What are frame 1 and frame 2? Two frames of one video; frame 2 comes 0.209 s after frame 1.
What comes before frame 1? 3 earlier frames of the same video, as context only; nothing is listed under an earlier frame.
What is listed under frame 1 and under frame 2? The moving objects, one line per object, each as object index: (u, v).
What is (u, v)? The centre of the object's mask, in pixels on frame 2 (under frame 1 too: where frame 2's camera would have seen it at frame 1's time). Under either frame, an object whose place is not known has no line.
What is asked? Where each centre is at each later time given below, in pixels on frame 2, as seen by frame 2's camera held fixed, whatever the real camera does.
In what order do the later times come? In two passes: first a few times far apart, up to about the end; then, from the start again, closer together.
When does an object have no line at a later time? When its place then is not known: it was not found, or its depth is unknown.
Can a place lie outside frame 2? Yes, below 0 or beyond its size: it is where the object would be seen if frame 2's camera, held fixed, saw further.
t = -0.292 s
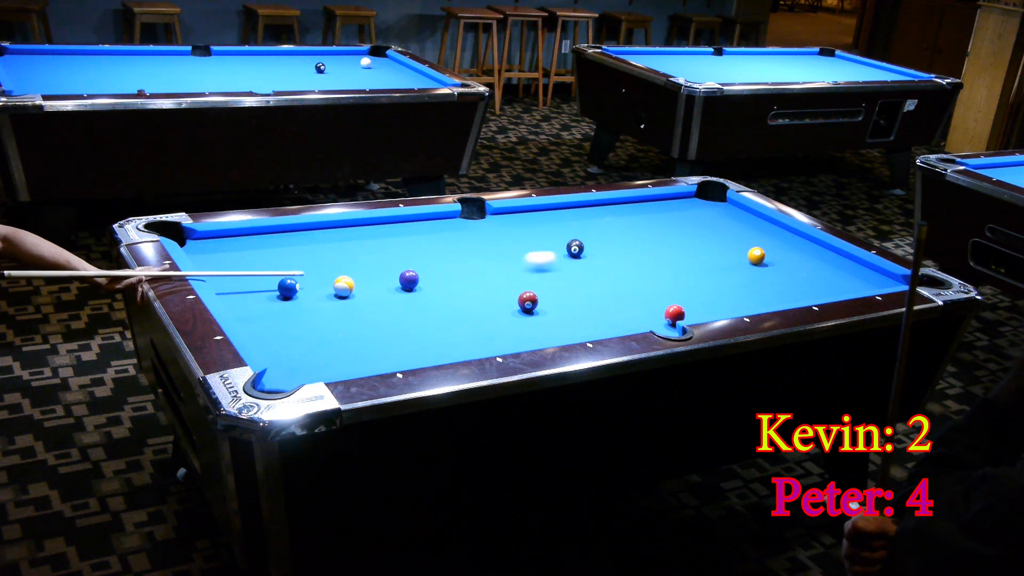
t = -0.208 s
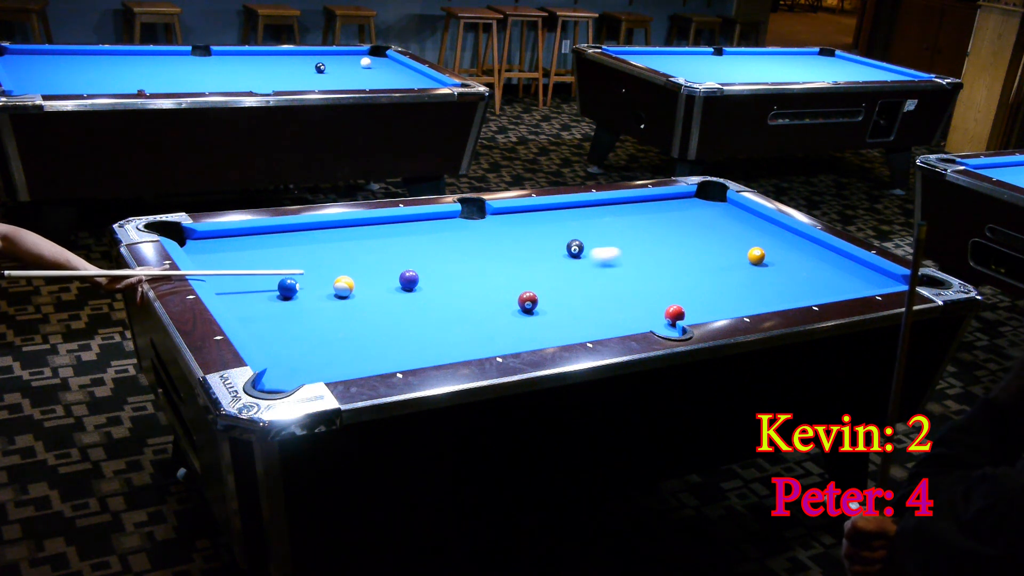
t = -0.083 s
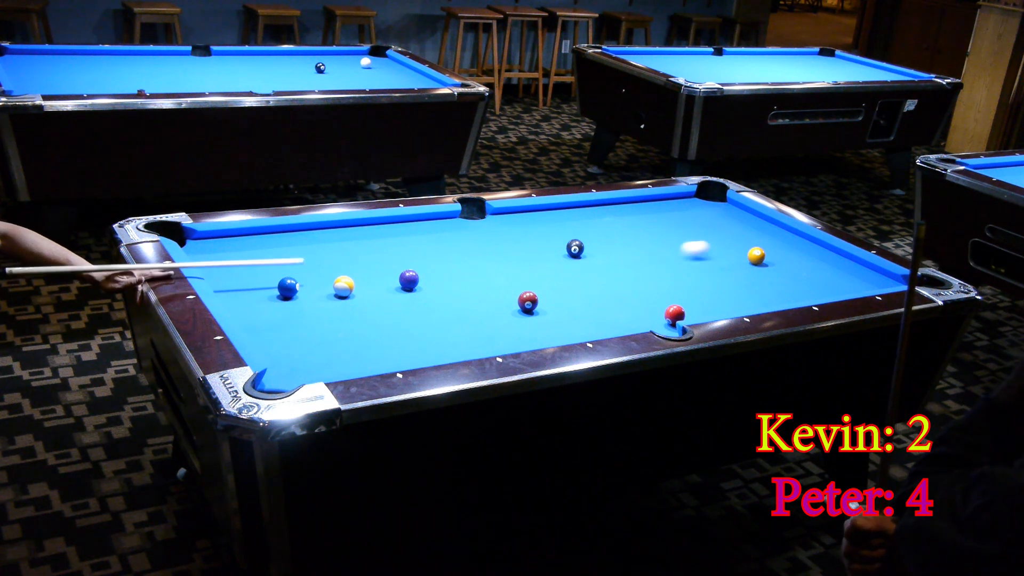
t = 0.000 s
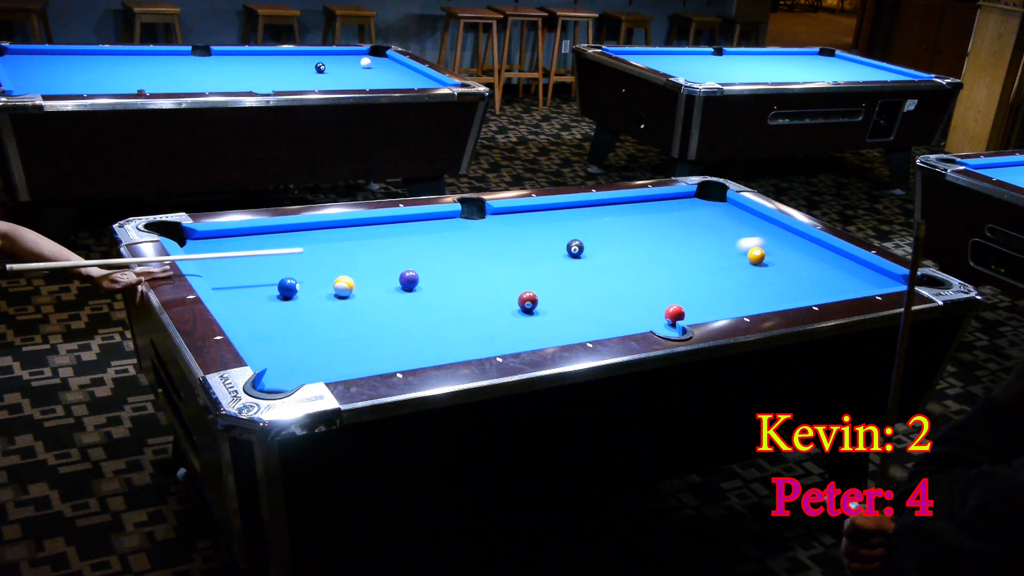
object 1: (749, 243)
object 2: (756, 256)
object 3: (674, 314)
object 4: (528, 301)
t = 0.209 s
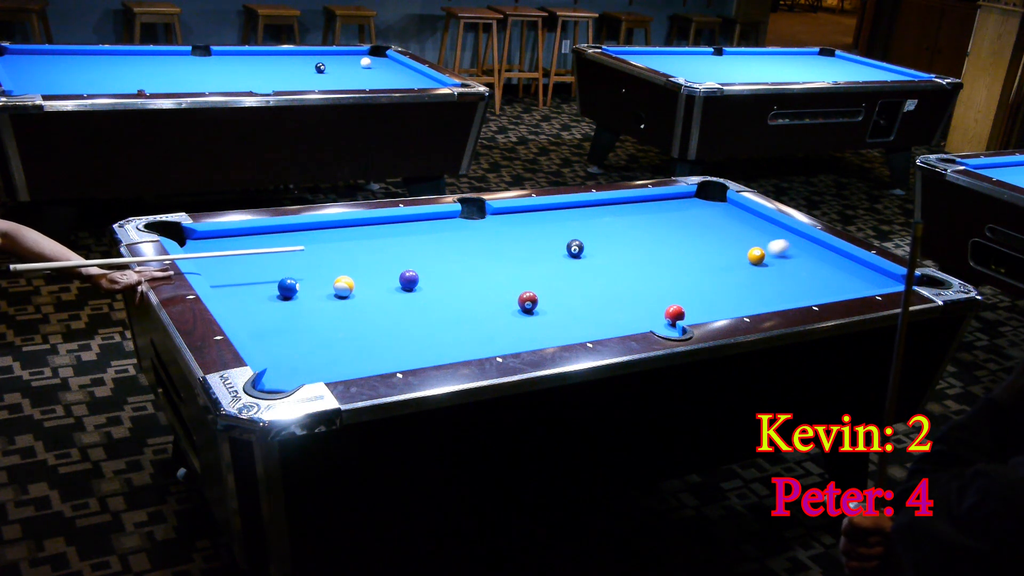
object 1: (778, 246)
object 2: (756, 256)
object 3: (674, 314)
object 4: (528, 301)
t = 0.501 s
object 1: (732, 245)
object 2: (720, 278)
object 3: (674, 314)
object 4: (528, 301)
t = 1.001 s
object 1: (681, 235)
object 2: (646, 306)
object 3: (659, 317)
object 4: (528, 301)
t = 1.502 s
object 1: (637, 227)
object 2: (563, 304)
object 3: (619, 311)
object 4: (528, 301)
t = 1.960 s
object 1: (603, 221)
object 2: (536, 307)
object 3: (590, 308)
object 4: (491, 297)
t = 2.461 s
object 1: (570, 216)
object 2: (523, 309)
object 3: (567, 306)
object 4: (453, 292)
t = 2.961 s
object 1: (543, 211)
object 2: (519, 310)
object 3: (553, 304)
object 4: (423, 289)
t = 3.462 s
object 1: (526, 210)
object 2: (519, 310)
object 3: (549, 303)
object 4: (403, 287)
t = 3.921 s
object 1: (522, 212)
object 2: (519, 310)
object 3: (549, 303)
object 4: (393, 287)
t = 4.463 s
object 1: (519, 212)
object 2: (519, 310)
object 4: (392, 287)
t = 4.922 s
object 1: (519, 212)
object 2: (519, 310)
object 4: (393, 287)
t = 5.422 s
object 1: (519, 212)
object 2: (519, 309)
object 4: (393, 287)
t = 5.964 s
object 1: (519, 212)
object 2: (519, 310)
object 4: (393, 287)
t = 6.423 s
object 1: (519, 212)
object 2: (519, 310)
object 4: (393, 287)
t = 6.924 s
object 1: (519, 212)
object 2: (519, 310)
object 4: (393, 287)
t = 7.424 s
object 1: (519, 212)
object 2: (519, 310)
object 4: (393, 287)
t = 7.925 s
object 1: (519, 212)
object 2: (519, 309)
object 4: (393, 287)
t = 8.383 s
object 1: (519, 212)
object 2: (519, 310)
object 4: (393, 287)
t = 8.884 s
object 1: (519, 212)
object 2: (519, 310)
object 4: (393, 287)
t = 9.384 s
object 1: (519, 212)
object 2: (519, 310)
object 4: (393, 287)
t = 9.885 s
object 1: (519, 212)
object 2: (519, 309)
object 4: (393, 287)
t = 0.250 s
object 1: (766, 247)
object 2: (756, 256)
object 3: (674, 314)
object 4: (528, 301)
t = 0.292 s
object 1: (757, 247)
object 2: (750, 260)
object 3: (674, 314)
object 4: (528, 301)
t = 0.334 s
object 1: (751, 247)
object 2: (744, 263)
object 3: (674, 314)
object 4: (528, 301)
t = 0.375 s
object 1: (746, 247)
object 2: (737, 267)
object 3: (674, 314)
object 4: (528, 301)
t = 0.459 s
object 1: (737, 246)
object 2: (726, 275)
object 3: (674, 314)
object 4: (528, 301)
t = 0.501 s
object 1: (732, 245)
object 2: (720, 278)
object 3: (674, 314)
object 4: (528, 301)
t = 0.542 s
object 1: (728, 244)
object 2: (715, 281)
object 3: (674, 314)
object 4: (528, 301)
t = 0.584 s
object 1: (723, 243)
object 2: (709, 285)
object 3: (674, 314)
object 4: (528, 301)
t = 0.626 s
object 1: (719, 242)
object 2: (703, 288)
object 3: (674, 314)
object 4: (528, 301)
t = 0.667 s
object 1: (714, 241)
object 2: (698, 292)
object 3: (674, 314)
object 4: (528, 301)
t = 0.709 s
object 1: (710, 240)
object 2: (691, 296)
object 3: (674, 314)
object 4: (528, 301)
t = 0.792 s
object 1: (702, 239)
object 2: (680, 301)
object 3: (674, 315)
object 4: (528, 301)
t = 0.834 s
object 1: (698, 238)
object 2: (672, 302)
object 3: (674, 315)
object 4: (528, 301)
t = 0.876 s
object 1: (693, 238)
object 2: (666, 305)
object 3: (673, 318)
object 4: (528, 301)
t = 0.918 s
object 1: (689, 237)
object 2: (659, 305)
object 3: (669, 319)
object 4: (528, 301)
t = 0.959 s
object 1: (685, 236)
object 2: (653, 305)
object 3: (664, 318)
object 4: (528, 301)
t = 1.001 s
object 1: (681, 235)
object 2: (646, 306)
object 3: (659, 317)
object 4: (528, 301)
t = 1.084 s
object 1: (673, 234)
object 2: (633, 307)
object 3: (651, 315)
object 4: (528, 301)
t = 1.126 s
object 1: (670, 233)
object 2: (626, 307)
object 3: (647, 315)
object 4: (528, 301)
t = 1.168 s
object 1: (666, 232)
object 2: (619, 307)
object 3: (644, 315)
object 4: (528, 301)
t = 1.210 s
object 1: (662, 231)
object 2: (612, 306)
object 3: (641, 314)
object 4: (528, 301)
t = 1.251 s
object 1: (658, 231)
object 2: (605, 306)
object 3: (637, 314)
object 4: (528, 301)
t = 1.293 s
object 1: (655, 230)
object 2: (598, 306)
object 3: (634, 313)
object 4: (528, 301)
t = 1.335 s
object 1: (651, 229)
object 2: (591, 306)
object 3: (631, 313)
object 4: (528, 301)
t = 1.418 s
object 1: (644, 228)
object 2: (577, 305)
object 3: (625, 312)
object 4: (528, 301)
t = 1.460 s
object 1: (640, 227)
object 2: (570, 305)
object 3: (622, 312)
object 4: (528, 301)
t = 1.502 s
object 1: (637, 227)
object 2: (563, 304)
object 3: (619, 311)
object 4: (528, 301)
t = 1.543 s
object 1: (634, 226)
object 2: (556, 304)
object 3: (616, 311)
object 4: (528, 301)
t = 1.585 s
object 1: (631, 226)
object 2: (549, 304)
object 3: (613, 311)
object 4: (528, 301)
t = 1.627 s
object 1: (627, 225)
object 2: (548, 305)
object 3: (610, 310)
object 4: (523, 301)
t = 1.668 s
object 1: (624, 225)
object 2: (546, 305)
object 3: (607, 310)
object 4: (518, 300)
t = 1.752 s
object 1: (618, 223)
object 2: (543, 306)
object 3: (602, 310)
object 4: (510, 299)
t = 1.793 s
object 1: (615, 223)
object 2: (541, 306)
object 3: (600, 309)
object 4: (506, 299)
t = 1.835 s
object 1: (611, 222)
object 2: (540, 306)
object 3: (597, 309)
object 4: (503, 298)
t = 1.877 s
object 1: (608, 222)
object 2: (538, 307)
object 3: (595, 309)
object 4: (499, 298)
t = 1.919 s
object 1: (605, 222)
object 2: (537, 307)
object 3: (592, 309)
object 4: (495, 298)
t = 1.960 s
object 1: (603, 221)
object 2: (536, 307)
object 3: (590, 308)
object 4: (491, 297)
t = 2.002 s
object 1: (600, 221)
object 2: (534, 307)
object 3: (588, 308)
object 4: (488, 297)
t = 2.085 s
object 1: (594, 220)
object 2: (532, 308)
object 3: (583, 308)
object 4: (481, 296)
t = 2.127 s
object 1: (591, 219)
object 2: (531, 308)
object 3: (581, 308)
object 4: (477, 295)
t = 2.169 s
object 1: (588, 219)
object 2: (530, 308)
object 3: (579, 307)
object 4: (474, 295)
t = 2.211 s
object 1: (585, 218)
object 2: (529, 308)
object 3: (578, 307)
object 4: (471, 294)
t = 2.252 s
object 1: (583, 218)
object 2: (528, 308)
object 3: (576, 307)
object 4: (468, 294)
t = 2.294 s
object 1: (580, 217)
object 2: (527, 309)
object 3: (574, 307)
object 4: (465, 294)
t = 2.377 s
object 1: (575, 217)
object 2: (525, 309)
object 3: (571, 306)
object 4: (458, 293)
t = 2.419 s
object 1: (573, 216)
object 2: (524, 309)
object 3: (569, 306)
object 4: (456, 293)
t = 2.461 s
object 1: (570, 216)
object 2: (523, 309)
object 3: (567, 306)
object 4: (453, 292)
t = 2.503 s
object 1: (567, 215)
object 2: (523, 309)
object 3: (566, 306)
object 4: (450, 292)
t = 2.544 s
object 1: (565, 215)
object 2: (522, 309)
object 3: (564, 306)
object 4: (447, 292)
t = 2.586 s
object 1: (563, 215)
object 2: (522, 309)
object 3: (563, 305)
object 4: (444, 292)
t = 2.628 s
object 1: (560, 214)
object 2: (521, 309)
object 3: (562, 305)
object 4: (442, 291)
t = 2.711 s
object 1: (556, 213)
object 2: (520, 310)
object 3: (559, 305)
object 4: (437, 291)
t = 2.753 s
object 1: (554, 213)
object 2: (520, 310)
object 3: (558, 305)
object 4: (434, 290)
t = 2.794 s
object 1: (552, 213)
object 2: (520, 310)
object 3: (557, 305)
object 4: (432, 290)
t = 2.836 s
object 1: (550, 212)
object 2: (520, 310)
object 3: (556, 304)
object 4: (429, 290)
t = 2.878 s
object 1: (548, 212)
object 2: (519, 310)
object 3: (555, 304)
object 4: (427, 289)
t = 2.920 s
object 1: (545, 212)
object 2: (519, 310)
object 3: (554, 304)
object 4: (425, 289)
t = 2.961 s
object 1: (543, 211)
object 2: (519, 310)
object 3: (553, 304)
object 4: (423, 289)
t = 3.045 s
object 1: (540, 211)
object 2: (519, 310)
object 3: (552, 304)
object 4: (419, 288)
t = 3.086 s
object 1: (538, 211)
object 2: (519, 310)
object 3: (551, 304)
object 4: (417, 288)
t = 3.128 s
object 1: (536, 210)
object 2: (519, 310)
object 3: (551, 304)
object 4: (415, 288)
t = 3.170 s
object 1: (534, 210)
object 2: (519, 310)
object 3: (550, 304)
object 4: (413, 288)
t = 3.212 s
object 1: (532, 210)
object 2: (519, 310)
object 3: (550, 303)
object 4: (412, 288)
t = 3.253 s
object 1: (531, 209)
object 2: (519, 310)
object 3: (550, 303)
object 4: (410, 288)
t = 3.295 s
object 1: (529, 209)
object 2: (519, 310)
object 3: (549, 303)
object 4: (409, 288)
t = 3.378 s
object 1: (527, 209)
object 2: (519, 310)
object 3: (549, 303)
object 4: (406, 287)
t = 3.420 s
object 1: (526, 210)
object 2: (519, 310)
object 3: (549, 303)
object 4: (404, 287)
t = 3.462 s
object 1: (526, 210)
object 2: (519, 310)
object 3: (549, 303)
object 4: (403, 287)
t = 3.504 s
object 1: (525, 210)
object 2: (519, 310)
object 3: (549, 303)
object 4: (402, 287)
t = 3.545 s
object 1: (525, 210)
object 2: (519, 310)
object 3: (549, 303)
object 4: (401, 287)
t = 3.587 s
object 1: (524, 210)
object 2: (519, 310)
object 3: (549, 303)
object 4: (399, 287)
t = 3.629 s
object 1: (524, 210)
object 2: (519, 310)
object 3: (549, 303)
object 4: (398, 287)
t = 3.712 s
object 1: (523, 211)
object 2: (519, 310)
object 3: (549, 303)
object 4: (396, 287)
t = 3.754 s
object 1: (523, 211)
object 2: (519, 310)
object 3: (549, 303)
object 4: (396, 287)
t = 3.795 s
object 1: (522, 211)
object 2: (519, 310)
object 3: (549, 303)
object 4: (395, 287)
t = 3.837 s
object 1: (522, 211)
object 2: (519, 310)
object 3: (549, 303)
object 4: (394, 287)
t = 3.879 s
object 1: (522, 212)
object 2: (519, 310)
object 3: (549, 303)
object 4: (394, 287)
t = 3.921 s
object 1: (522, 212)
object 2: (519, 310)
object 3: (549, 303)
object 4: (393, 287)
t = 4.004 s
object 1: (521, 212)
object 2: (519, 310)
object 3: (549, 303)
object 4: (392, 287)
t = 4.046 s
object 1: (521, 212)
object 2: (519, 310)
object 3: (549, 303)
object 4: (392, 287)
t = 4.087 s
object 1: (520, 212)
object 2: (519, 310)
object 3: (549, 303)
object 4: (392, 287)
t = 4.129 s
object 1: (520, 212)
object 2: (519, 310)
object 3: (549, 303)
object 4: (392, 287)
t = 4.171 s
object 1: (520, 212)
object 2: (519, 310)
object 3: (549, 303)
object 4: (392, 287)
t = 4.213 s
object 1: (519, 212)
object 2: (519, 310)
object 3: (549, 303)
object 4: (392, 287)
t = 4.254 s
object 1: (519, 212)
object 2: (519, 310)
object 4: (392, 287)
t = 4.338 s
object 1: (519, 212)
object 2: (519, 310)
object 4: (392, 287)
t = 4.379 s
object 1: (519, 212)
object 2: (519, 310)
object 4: (392, 287)
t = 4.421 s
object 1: (519, 212)
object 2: (519, 310)
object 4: (392, 287)
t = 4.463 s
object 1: (519, 212)
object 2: (519, 310)
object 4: (392, 287)
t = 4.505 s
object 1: (519, 212)
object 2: (519, 310)
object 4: (392, 287)
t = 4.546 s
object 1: (519, 212)
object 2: (519, 310)
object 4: (392, 287)
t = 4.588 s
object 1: (519, 212)
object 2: (519, 310)
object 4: (392, 287)
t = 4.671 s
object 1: (519, 212)
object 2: (519, 310)
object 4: (393, 287)
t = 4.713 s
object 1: (519, 212)
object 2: (519, 310)
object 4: (393, 287)
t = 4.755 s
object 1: (519, 212)
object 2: (519, 310)
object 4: (393, 287)
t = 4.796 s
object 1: (519, 212)
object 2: (519, 310)
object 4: (393, 287)
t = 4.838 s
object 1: (519, 212)
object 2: (519, 310)
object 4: (393, 287)
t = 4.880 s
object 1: (519, 212)
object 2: (519, 310)
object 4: (393, 287)
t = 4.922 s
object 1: (519, 212)
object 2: (519, 310)
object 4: (393, 287)
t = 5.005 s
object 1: (519, 212)
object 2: (519, 310)
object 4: (393, 287)
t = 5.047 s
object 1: (519, 212)
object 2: (519, 309)
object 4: (393, 287)
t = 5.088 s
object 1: (519, 212)
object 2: (519, 310)
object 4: (393, 287)
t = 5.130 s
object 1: (519, 212)
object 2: (519, 310)
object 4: (393, 287)
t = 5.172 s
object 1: (519, 212)
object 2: (519, 309)
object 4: (393, 287)
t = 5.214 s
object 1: (519, 212)
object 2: (519, 309)
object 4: (393, 287)
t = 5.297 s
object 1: (519, 212)
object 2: (519, 309)
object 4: (393, 287)
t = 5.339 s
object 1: (519, 212)
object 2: (519, 309)
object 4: (393, 287)
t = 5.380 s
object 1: (519, 212)
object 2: (519, 310)
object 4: (393, 287)
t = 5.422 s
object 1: (519, 212)
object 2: (519, 309)
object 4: (393, 287)
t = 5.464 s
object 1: (519, 212)
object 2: (519, 309)
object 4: (393, 287)
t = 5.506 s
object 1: (519, 212)
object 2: (519, 309)
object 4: (393, 287)
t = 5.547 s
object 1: (519, 212)
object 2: (519, 310)
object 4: (393, 287)
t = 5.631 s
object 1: (519, 212)
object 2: (519, 310)
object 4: (393, 287)
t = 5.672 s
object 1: (519, 212)
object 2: (519, 310)
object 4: (393, 287)
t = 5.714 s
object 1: (519, 212)
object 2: (519, 310)
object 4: (393, 287)
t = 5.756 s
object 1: (519, 212)
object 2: (519, 310)
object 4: (393, 287)
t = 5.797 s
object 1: (519, 212)
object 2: (519, 310)
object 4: (393, 287)
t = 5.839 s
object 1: (519, 212)
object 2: (519, 310)
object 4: (393, 287)
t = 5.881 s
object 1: (519, 212)
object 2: (519, 310)
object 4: (393, 287)
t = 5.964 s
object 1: (519, 212)
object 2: (519, 310)
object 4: (393, 287)
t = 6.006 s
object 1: (519, 212)
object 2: (519, 310)
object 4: (393, 287)
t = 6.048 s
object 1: (519, 212)
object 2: (519, 310)
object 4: (393, 287)
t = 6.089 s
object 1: (519, 212)
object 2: (519, 310)
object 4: (393, 287)
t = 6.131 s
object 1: (519, 212)
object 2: (519, 310)
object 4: (393, 287)
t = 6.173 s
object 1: (519, 212)
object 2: (519, 310)
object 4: (393, 287)
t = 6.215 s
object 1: (519, 212)
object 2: (519, 310)
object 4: (393, 287)
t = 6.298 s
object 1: (519, 212)
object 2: (519, 310)
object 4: (393, 287)
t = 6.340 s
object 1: (519, 212)
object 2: (519, 310)
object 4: (393, 287)
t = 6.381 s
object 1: (519, 212)
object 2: (519, 310)
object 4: (393, 287)
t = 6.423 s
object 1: (519, 212)
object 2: (519, 310)
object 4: (393, 287)
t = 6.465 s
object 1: (519, 212)
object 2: (519, 310)
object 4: (393, 287)
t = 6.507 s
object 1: (519, 212)
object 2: (519, 310)
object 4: (393, 287)
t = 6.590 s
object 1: (519, 212)
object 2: (519, 310)
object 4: (393, 287)
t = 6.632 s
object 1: (519, 212)
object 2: (519, 310)
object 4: (393, 287)
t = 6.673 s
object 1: (519, 212)
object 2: (519, 310)
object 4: (393, 287)
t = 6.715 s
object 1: (519, 212)
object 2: (519, 310)
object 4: (393, 287)
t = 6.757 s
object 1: (519, 212)
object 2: (519, 309)
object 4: (393, 287)
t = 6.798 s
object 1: (519, 212)
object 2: (519, 310)
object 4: (393, 287)
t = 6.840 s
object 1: (519, 212)
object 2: (519, 310)
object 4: (393, 287)
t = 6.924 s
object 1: (519, 212)
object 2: (519, 310)
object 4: (393, 287)
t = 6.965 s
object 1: (519, 212)
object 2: (519, 309)
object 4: (393, 287)
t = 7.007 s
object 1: (519, 212)
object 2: (519, 309)
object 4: (393, 287)
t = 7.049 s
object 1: (519, 212)
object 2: (519, 310)
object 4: (393, 287)
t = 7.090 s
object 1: (519, 212)
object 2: (519, 310)
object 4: (393, 287)
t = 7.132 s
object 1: (519, 212)
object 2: (519, 310)
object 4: (393, 287)
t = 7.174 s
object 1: (519, 212)
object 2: (519, 309)
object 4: (393, 287)
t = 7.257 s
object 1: (519, 212)
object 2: (519, 309)
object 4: (393, 287)
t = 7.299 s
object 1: (519, 212)
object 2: (519, 310)
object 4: (393, 287)
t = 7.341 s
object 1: (519, 212)
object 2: (519, 310)
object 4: (393, 287)
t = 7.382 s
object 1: (519, 212)
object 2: (519, 310)
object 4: (393, 287)
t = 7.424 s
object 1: (519, 212)
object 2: (519, 310)
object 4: (393, 287)
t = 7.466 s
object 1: (519, 212)
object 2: (519, 310)
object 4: (393, 287)
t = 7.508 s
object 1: (519, 212)
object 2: (519, 310)
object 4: (393, 287)
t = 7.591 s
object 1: (519, 212)
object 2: (519, 310)
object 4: (393, 287)
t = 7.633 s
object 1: (519, 212)
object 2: (519, 310)
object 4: (393, 287)
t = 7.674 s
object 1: (519, 212)
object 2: (519, 310)
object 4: (393, 287)
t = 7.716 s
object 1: (519, 212)
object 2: (519, 310)
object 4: (393, 287)
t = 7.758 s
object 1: (519, 212)
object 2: (519, 310)
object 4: (393, 287)
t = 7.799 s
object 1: (519, 212)
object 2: (519, 310)
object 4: (393, 287)
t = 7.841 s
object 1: (519, 212)
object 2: (519, 310)
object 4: (393, 287)
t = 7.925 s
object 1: (519, 212)
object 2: (519, 309)
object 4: (393, 287)
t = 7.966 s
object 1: (519, 212)
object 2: (519, 309)
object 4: (393, 287)
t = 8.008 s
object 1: (519, 212)
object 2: (519, 310)
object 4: (393, 287)
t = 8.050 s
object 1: (519, 212)
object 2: (519, 310)
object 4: (393, 287)
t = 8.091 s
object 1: (519, 212)
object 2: (519, 309)
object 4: (393, 287)
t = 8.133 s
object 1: (519, 212)
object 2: (519, 309)
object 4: (393, 287)
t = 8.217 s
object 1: (519, 212)
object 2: (519, 310)
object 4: (393, 287)
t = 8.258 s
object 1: (519, 212)
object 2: (519, 310)
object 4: (393, 287)
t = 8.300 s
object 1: (519, 212)
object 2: (519, 310)
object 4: (393, 287)
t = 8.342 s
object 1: (519, 212)
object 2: (519, 310)
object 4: (393, 287)
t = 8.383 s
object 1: (519, 212)
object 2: (519, 310)
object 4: (393, 287)
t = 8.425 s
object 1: (519, 212)
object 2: (519, 310)
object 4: (393, 287)
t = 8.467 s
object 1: (519, 212)
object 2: (519, 310)
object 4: (393, 287)
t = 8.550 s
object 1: (519, 212)
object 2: (519, 310)
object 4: (393, 287)
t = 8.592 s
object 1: (519, 212)
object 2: (519, 310)
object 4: (393, 287)
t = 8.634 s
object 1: (519, 212)
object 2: (519, 310)
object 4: (393, 287)
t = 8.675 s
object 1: (519, 212)
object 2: (519, 310)
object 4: (393, 287)
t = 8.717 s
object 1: (519, 212)
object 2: (519, 310)
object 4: (393, 287)
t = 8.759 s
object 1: (519, 212)
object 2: (519, 309)
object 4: (393, 287)
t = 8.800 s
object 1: (519, 212)
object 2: (519, 310)
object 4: (393, 287)
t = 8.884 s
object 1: (519, 212)
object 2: (519, 310)
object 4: (393, 287)
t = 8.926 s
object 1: (519, 212)
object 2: (519, 310)
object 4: (393, 287)
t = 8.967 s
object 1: (519, 212)
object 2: (519, 310)
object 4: (393, 287)
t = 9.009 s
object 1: (519, 212)
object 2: (519, 310)
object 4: (393, 287)
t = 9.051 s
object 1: (519, 212)
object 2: (519, 310)
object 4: (393, 287)
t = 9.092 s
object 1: (519, 212)
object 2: (519, 310)
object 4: (393, 287)
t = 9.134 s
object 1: (519, 212)
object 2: (519, 310)
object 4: (393, 287)
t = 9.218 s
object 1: (519, 212)
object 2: (519, 310)
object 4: (393, 287)
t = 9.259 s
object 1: (519, 212)
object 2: (519, 310)
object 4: (393, 287)
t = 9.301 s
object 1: (519, 212)
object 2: (519, 310)
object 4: (393, 287)
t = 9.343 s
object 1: (519, 212)
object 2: (519, 310)
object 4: (393, 287)
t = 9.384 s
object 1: (519, 212)
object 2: (519, 310)
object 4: (393, 287)
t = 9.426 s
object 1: (519, 212)
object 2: (519, 310)
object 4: (393, 287)
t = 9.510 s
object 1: (519, 212)
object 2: (519, 310)
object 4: (393, 287)
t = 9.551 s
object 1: (519, 212)
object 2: (519, 310)
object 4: (393, 287)
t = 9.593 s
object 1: (519, 212)
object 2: (519, 310)
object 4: (393, 287)
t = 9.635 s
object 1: (519, 212)
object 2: (519, 310)
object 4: (393, 287)
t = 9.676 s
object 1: (519, 212)
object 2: (519, 310)
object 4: (393, 287)
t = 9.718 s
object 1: (519, 212)
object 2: (519, 310)
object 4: (393, 287)
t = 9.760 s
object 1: (519, 212)
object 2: (519, 310)
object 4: (393, 287)
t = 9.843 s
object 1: (519, 212)
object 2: (519, 309)
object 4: (393, 287)
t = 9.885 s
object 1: (519, 212)
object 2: (519, 309)
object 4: (393, 287)
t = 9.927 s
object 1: (519, 212)
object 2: (519, 310)
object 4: (393, 287)
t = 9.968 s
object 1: (519, 212)
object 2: (519, 310)
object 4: (393, 287)
